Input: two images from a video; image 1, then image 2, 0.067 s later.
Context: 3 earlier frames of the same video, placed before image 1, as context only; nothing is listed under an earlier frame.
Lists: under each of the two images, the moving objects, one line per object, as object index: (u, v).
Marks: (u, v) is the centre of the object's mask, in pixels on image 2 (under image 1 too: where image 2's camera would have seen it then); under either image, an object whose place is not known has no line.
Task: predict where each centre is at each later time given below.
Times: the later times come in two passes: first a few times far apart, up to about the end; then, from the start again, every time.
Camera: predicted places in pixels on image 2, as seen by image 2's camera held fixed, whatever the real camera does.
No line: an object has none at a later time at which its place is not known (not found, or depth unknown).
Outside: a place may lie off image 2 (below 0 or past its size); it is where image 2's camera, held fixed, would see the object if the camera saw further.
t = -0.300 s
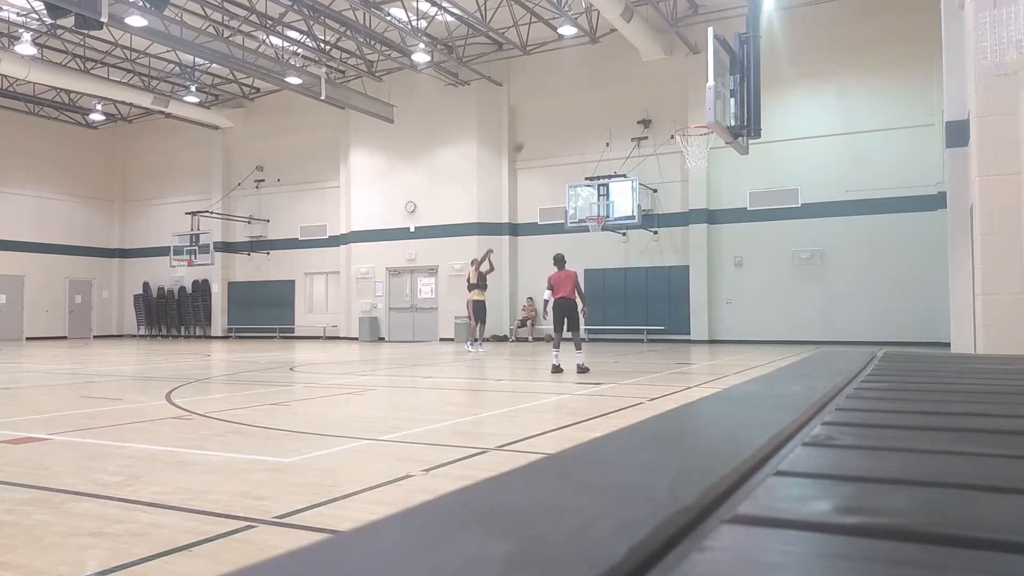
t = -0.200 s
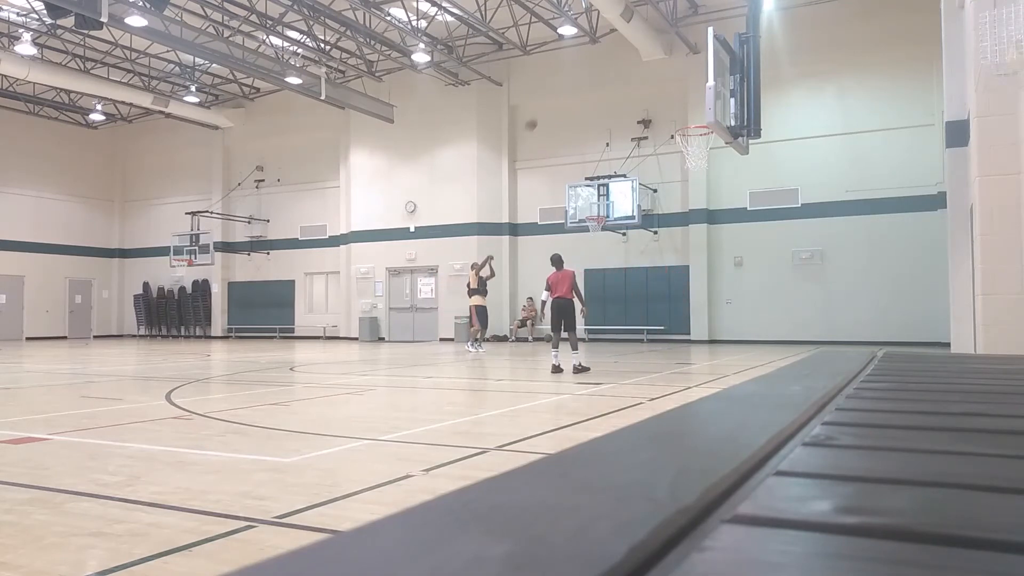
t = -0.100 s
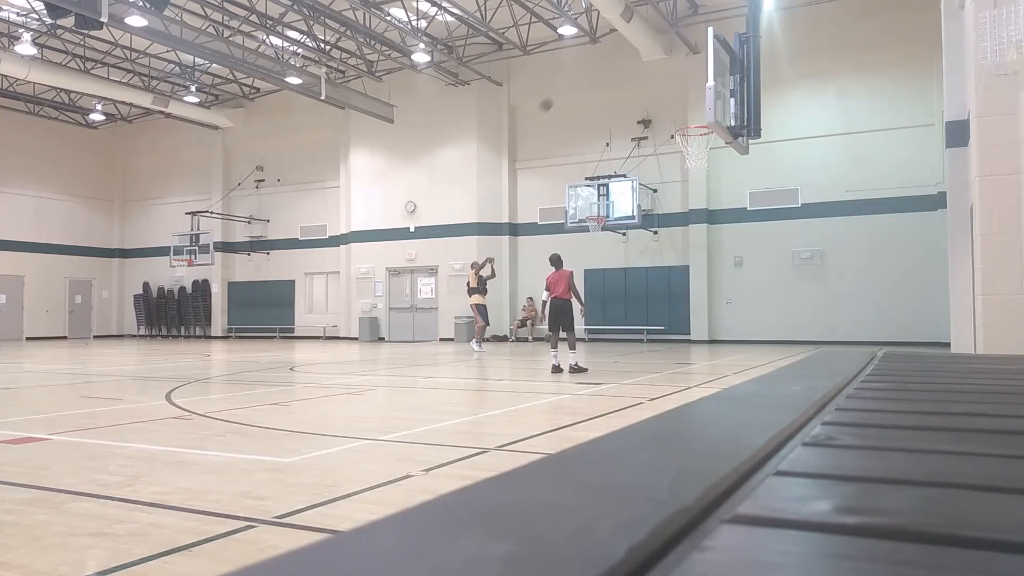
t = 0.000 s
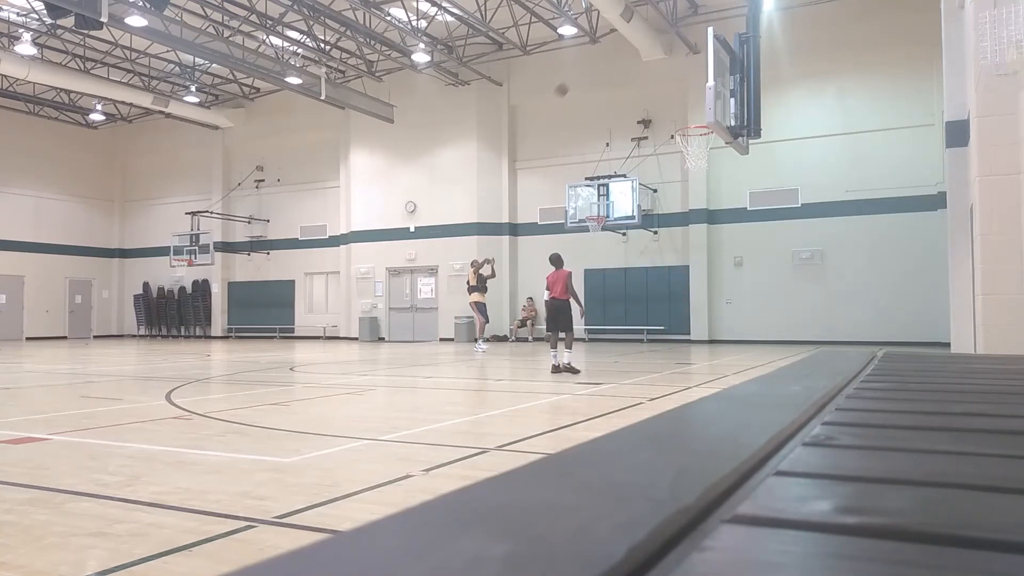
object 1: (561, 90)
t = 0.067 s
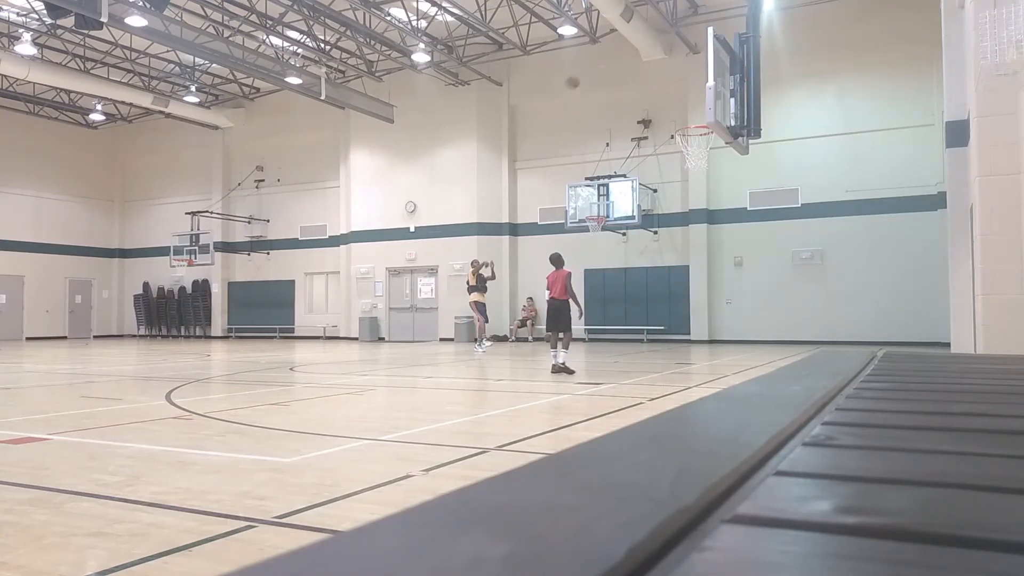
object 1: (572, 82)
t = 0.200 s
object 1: (597, 74)
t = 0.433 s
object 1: (647, 84)
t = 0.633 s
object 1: (697, 131)
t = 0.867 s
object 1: (705, 150)
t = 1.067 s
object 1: (697, 186)
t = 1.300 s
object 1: (688, 271)
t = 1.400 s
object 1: (685, 320)
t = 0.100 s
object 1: (578, 80)
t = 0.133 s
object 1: (584, 77)
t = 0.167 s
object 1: (591, 75)
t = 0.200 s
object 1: (597, 74)
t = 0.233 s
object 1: (604, 73)
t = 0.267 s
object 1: (610, 73)
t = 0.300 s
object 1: (617, 73)
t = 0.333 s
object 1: (624, 75)
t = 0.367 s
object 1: (632, 77)
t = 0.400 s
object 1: (639, 80)
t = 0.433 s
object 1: (647, 84)
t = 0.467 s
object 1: (655, 89)
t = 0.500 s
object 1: (663, 95)
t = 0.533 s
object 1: (672, 102)
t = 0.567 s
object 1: (681, 110)
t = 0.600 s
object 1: (689, 119)
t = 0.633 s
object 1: (697, 131)
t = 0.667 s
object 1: (708, 141)
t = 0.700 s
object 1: (711, 142)
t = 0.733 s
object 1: (711, 143)
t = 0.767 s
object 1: (710, 145)
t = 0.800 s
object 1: (708, 145)
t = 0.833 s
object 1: (706, 147)
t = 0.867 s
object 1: (705, 150)
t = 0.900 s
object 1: (704, 154)
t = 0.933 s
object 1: (702, 159)
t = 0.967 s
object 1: (701, 164)
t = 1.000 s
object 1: (700, 170)
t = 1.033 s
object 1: (698, 178)
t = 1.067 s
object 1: (697, 186)
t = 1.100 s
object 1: (695, 196)
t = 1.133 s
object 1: (694, 205)
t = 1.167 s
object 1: (692, 218)
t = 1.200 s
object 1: (692, 229)
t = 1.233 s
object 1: (691, 244)
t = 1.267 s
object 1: (690, 256)
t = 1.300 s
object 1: (688, 271)
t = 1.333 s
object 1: (687, 285)
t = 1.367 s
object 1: (686, 302)
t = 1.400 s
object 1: (685, 320)
